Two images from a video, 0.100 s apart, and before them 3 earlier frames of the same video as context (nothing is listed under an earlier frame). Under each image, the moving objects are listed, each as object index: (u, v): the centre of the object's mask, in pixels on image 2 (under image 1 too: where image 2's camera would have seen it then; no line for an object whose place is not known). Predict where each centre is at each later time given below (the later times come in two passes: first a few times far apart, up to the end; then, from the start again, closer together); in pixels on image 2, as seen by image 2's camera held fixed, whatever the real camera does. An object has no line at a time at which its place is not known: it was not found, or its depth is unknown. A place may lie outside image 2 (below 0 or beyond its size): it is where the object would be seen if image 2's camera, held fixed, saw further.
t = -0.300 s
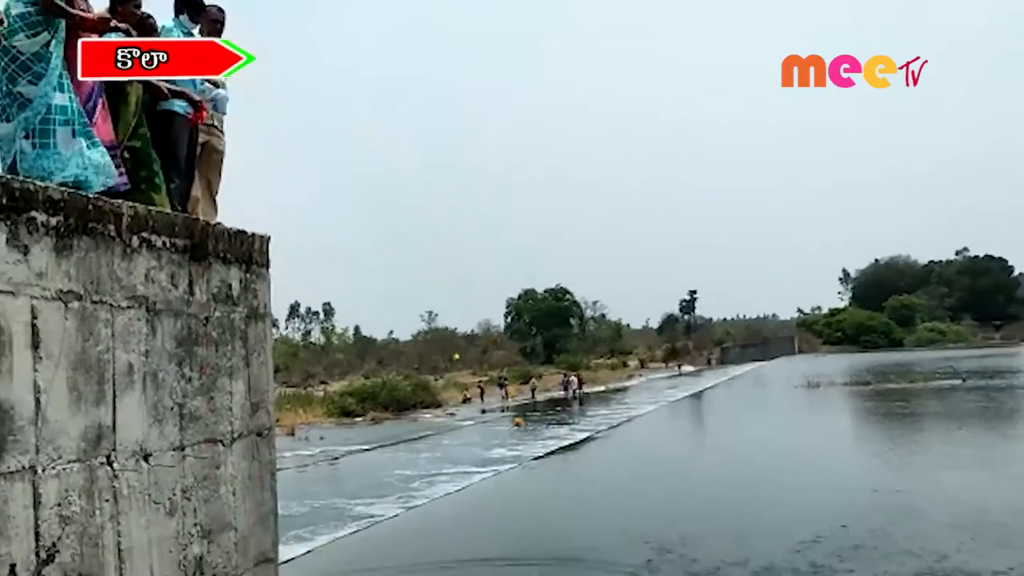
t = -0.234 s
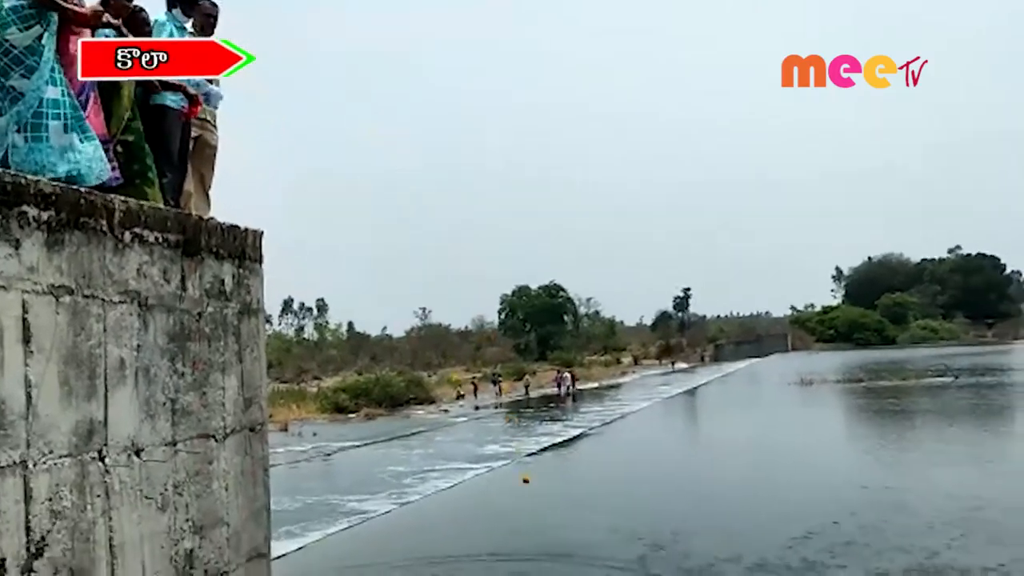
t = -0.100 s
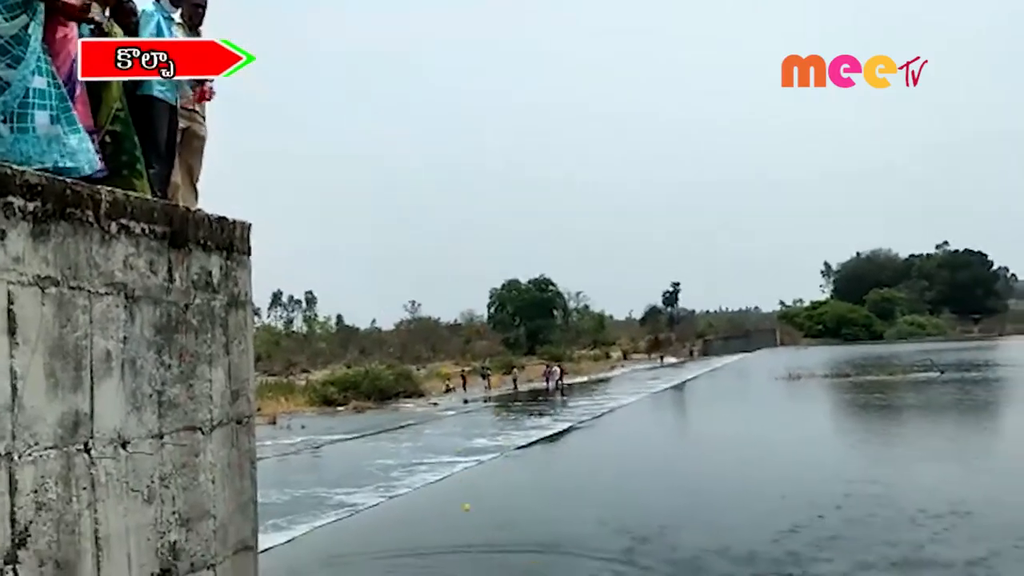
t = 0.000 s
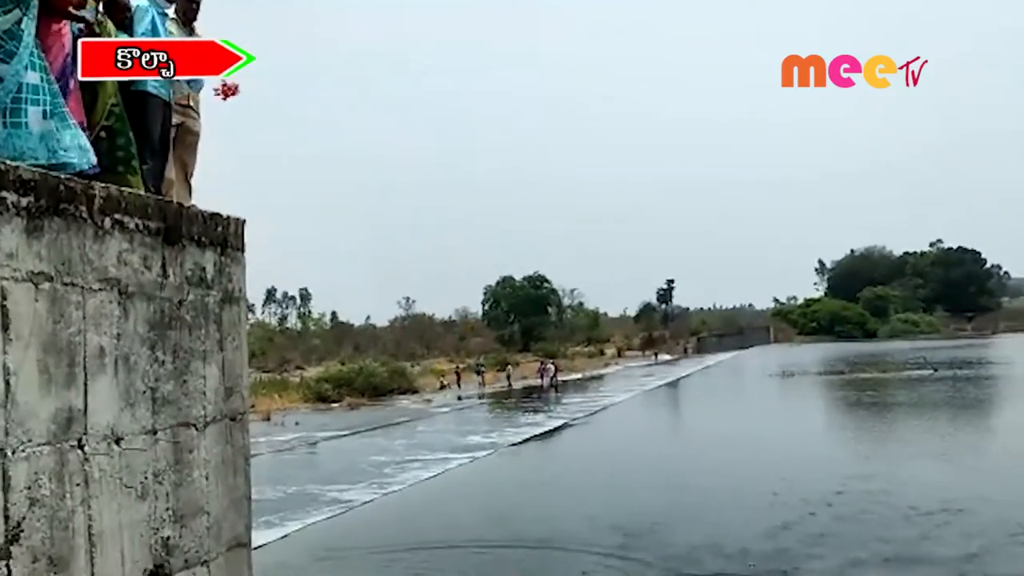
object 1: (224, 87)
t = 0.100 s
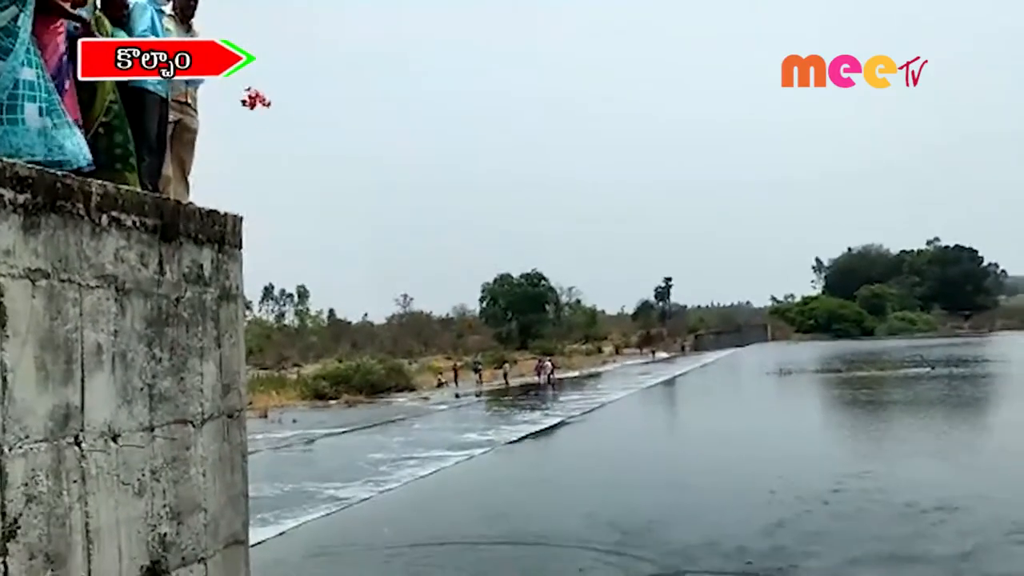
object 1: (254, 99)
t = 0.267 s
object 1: (302, 150)
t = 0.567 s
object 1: (387, 320)
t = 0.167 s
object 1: (273, 115)
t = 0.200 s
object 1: (284, 125)
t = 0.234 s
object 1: (293, 136)
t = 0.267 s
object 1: (302, 150)
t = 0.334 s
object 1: (322, 180)
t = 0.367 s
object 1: (331, 197)
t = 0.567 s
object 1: (387, 320)
